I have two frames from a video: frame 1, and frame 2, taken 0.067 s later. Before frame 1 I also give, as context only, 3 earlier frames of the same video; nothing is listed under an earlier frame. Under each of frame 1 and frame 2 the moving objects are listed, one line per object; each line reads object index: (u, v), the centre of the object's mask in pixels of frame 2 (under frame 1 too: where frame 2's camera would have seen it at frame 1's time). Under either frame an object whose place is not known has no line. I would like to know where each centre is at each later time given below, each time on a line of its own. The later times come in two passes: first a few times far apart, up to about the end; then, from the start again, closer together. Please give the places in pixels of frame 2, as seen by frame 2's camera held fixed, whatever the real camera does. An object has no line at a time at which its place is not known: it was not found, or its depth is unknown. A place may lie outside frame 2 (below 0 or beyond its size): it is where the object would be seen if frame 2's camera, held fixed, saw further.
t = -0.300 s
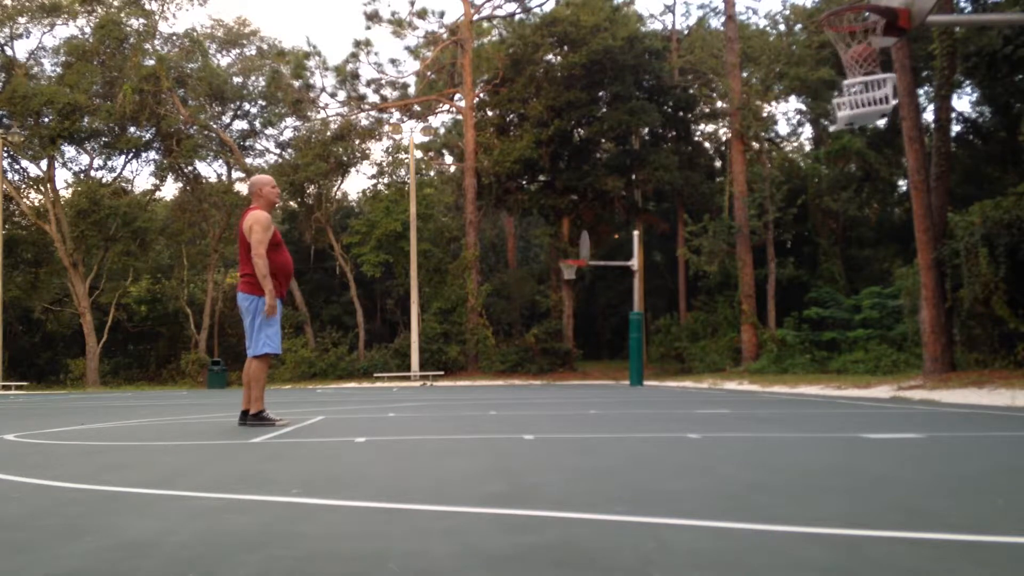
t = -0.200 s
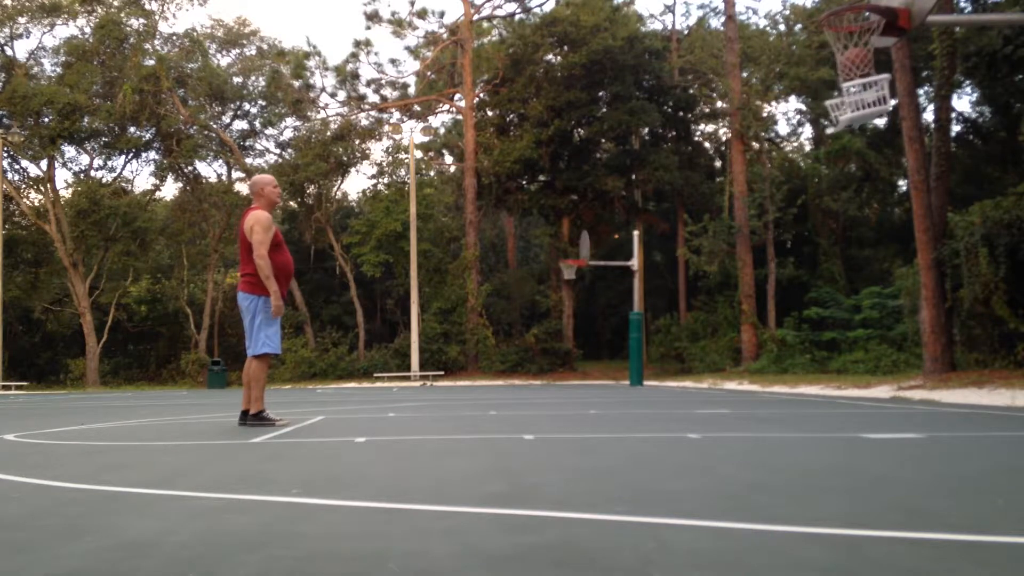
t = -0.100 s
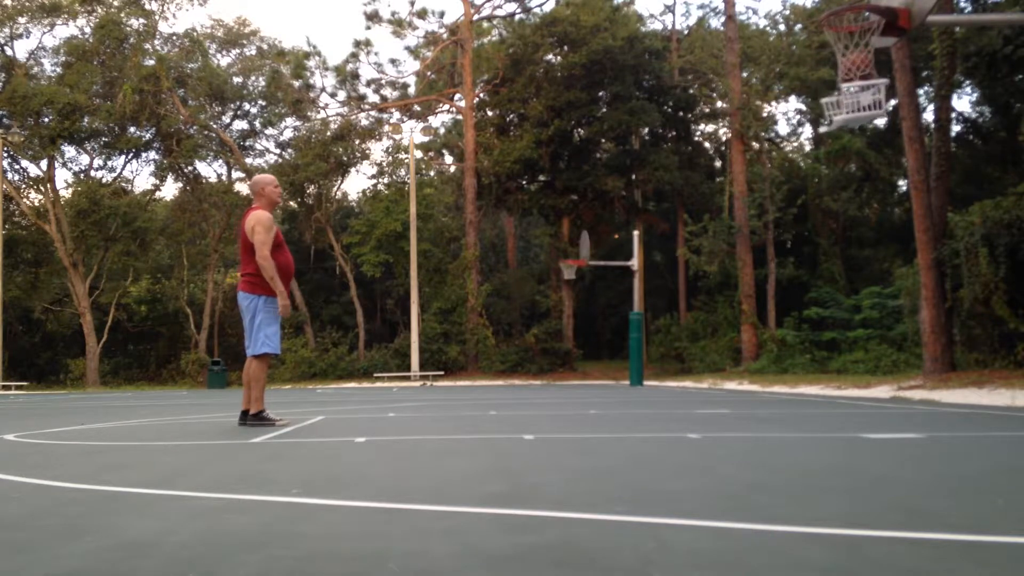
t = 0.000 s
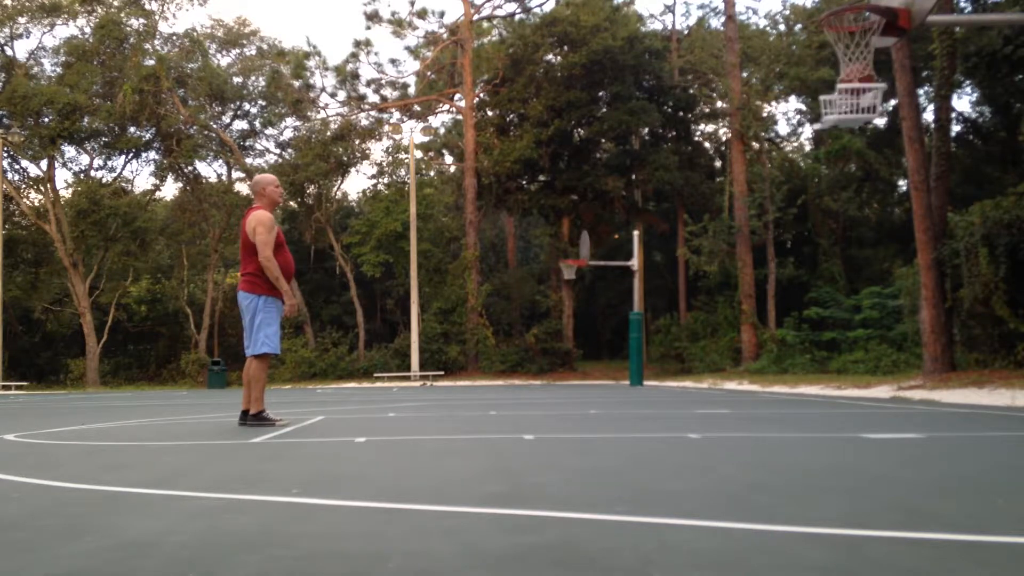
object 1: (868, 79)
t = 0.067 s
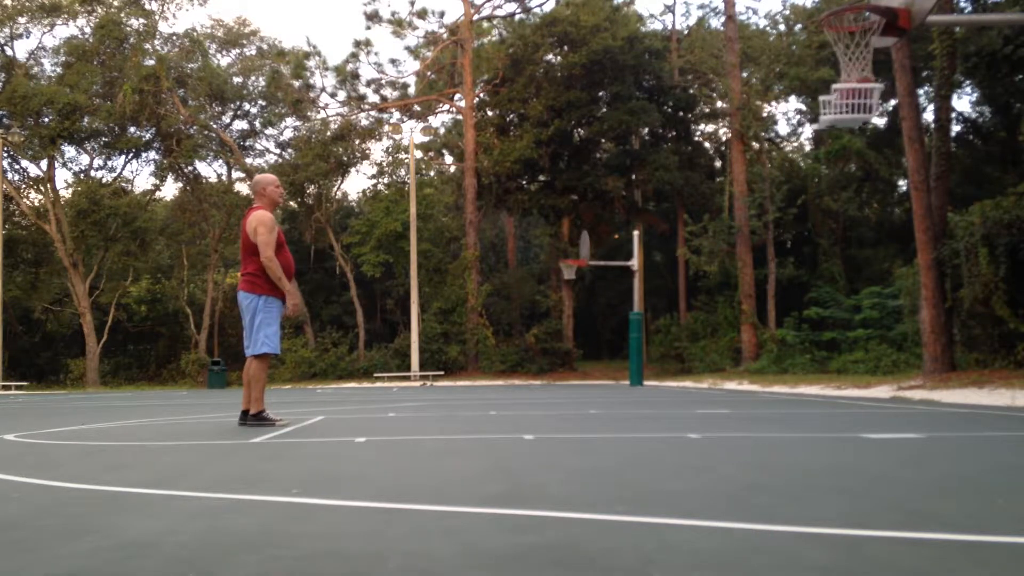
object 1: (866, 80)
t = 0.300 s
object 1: (829, 106)
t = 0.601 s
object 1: (813, 143)
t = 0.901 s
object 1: (784, 283)
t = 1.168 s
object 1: (755, 345)
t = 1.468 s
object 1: (718, 262)
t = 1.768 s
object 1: (682, 294)
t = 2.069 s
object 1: (648, 380)
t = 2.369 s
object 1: (615, 326)
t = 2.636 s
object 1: (589, 374)
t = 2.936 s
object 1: (553, 361)
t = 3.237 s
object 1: (517, 405)
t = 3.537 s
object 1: (484, 383)
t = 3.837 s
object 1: (447, 390)
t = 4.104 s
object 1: (414, 398)
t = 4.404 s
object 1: (378, 403)
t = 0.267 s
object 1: (828, 104)
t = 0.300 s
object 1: (829, 106)
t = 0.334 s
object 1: (828, 107)
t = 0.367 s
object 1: (828, 109)
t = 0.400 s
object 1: (828, 111)
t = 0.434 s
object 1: (827, 114)
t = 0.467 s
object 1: (825, 118)
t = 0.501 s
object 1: (823, 122)
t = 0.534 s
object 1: (820, 128)
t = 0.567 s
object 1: (817, 135)
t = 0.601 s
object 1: (813, 143)
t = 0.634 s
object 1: (810, 153)
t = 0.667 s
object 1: (806, 164)
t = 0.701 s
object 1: (803, 174)
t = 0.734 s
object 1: (799, 189)
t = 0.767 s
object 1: (796, 205)
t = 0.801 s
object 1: (793, 222)
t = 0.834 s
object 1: (790, 240)
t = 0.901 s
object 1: (784, 283)
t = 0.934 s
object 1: (781, 307)
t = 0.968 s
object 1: (777, 331)
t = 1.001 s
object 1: (775, 359)
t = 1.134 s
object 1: (759, 361)
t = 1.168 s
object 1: (755, 345)
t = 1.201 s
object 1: (750, 330)
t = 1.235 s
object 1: (746, 316)
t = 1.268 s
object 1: (742, 305)
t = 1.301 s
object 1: (737, 294)
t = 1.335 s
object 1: (734, 285)
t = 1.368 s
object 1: (729, 276)
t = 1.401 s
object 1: (725, 270)
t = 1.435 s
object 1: (721, 266)
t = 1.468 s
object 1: (718, 262)
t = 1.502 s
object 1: (714, 260)
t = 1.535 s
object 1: (710, 259)
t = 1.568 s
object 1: (706, 259)
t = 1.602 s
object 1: (702, 262)
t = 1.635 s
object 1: (698, 266)
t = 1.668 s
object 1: (694, 270)
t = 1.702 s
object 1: (690, 277)
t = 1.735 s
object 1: (685, 284)
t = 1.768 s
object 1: (682, 294)
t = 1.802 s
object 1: (678, 305)
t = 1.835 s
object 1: (674, 318)
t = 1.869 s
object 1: (670, 332)
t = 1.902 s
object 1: (666, 347)
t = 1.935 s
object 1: (663, 365)
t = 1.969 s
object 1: (659, 385)
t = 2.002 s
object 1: (656, 406)
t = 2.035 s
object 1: (652, 393)
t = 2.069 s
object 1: (648, 380)
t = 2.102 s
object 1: (645, 367)
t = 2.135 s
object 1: (641, 357)
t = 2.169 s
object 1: (637, 349)
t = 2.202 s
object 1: (633, 342)
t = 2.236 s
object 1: (630, 335)
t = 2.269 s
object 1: (627, 330)
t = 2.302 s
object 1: (622, 327)
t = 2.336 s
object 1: (619, 326)
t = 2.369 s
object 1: (615, 326)
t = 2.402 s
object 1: (612, 326)
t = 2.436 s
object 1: (609, 328)
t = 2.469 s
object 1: (606, 333)
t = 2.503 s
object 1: (602, 338)
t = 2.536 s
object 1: (599, 344)
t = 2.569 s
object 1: (595, 352)
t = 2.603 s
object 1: (591, 362)
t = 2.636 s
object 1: (589, 374)
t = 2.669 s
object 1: (585, 387)
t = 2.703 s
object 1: (581, 403)
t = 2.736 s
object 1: (577, 400)
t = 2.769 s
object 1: (573, 389)
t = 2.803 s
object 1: (569, 380)
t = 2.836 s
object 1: (565, 373)
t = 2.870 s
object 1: (561, 368)
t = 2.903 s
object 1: (557, 364)
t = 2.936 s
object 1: (553, 361)
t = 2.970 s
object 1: (549, 359)
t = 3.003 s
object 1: (545, 360)
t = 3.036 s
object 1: (542, 361)
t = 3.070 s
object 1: (537, 365)
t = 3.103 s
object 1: (534, 370)
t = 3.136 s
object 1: (530, 376)
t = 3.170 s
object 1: (526, 384)
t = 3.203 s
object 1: (521, 393)
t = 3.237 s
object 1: (517, 405)
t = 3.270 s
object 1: (514, 402)
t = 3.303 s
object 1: (510, 394)
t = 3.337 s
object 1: (506, 388)
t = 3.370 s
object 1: (502, 384)
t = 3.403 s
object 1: (498, 380)
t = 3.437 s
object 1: (495, 379)
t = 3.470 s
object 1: (491, 379)
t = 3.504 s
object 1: (487, 380)
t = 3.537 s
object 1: (484, 383)
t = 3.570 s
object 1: (480, 387)
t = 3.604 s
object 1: (476, 393)
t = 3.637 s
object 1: (472, 402)
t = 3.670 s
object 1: (468, 407)
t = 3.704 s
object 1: (464, 401)
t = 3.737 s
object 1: (460, 396)
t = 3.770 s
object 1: (455, 392)
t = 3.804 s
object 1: (451, 391)
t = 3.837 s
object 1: (447, 390)
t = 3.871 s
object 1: (443, 392)
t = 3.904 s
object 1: (439, 394)
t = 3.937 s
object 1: (435, 399)
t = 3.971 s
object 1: (431, 404)
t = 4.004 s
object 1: (427, 406)
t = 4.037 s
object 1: (422, 402)
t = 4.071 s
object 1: (418, 399)
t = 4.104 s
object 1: (414, 398)
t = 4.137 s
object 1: (410, 397)
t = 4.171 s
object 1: (406, 399)
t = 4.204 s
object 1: (402, 403)
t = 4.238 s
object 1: (398, 407)
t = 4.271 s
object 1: (394, 407)
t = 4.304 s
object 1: (390, 404)
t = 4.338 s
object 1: (386, 402)
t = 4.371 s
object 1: (382, 402)
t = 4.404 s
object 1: (378, 403)
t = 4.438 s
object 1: (374, 406)
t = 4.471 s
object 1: (370, 409)
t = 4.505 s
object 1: (365, 406)
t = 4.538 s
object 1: (361, 405)
